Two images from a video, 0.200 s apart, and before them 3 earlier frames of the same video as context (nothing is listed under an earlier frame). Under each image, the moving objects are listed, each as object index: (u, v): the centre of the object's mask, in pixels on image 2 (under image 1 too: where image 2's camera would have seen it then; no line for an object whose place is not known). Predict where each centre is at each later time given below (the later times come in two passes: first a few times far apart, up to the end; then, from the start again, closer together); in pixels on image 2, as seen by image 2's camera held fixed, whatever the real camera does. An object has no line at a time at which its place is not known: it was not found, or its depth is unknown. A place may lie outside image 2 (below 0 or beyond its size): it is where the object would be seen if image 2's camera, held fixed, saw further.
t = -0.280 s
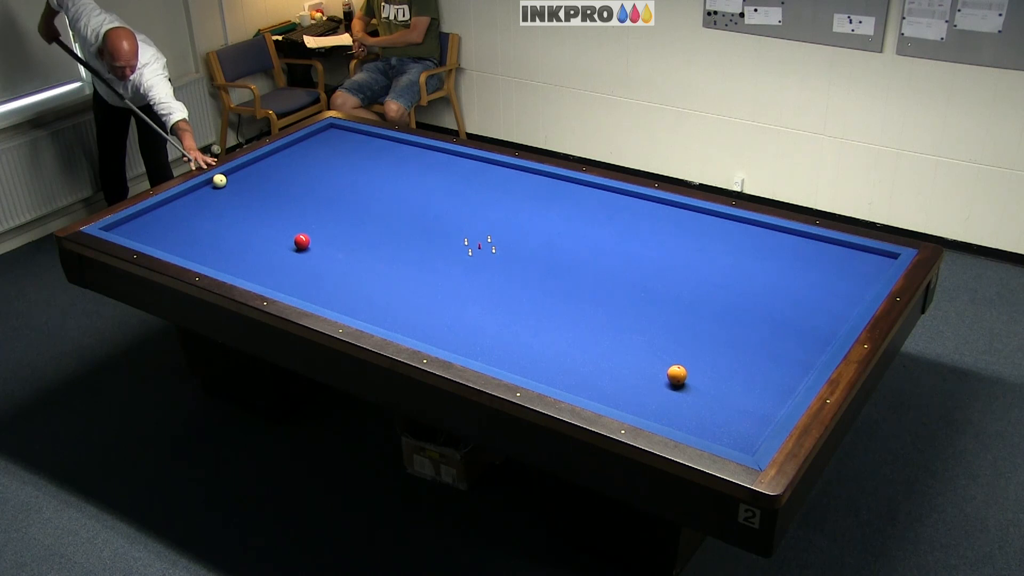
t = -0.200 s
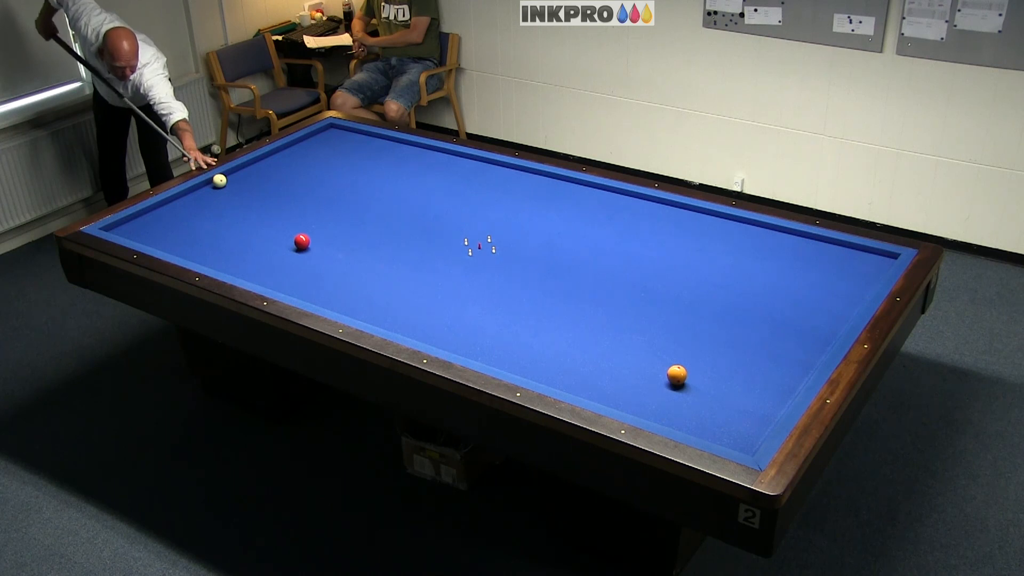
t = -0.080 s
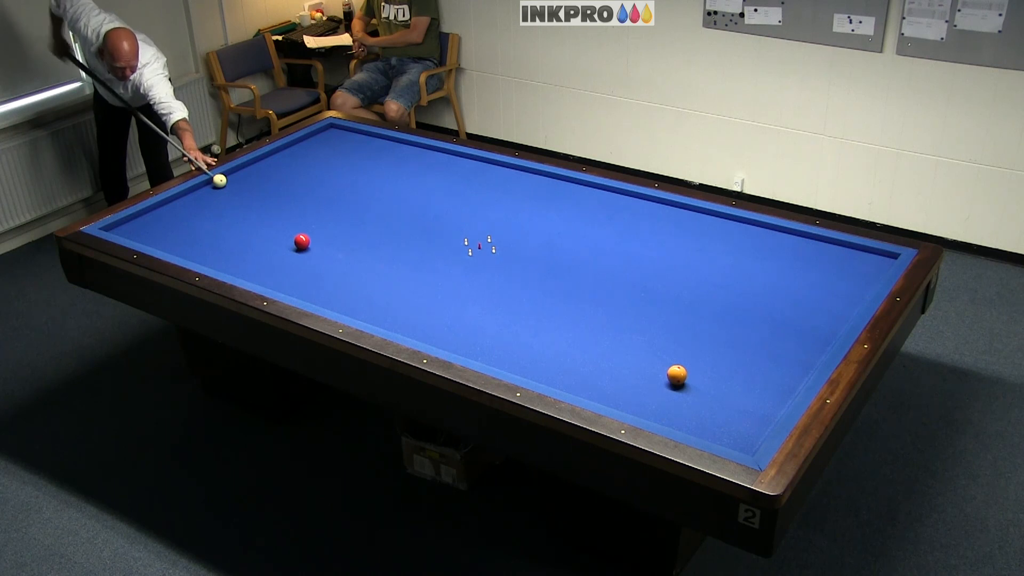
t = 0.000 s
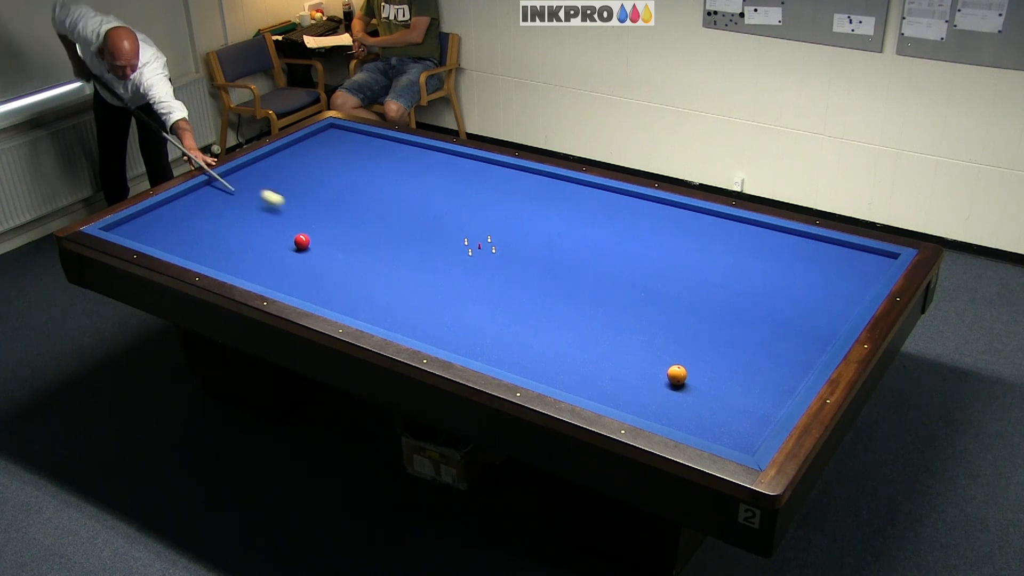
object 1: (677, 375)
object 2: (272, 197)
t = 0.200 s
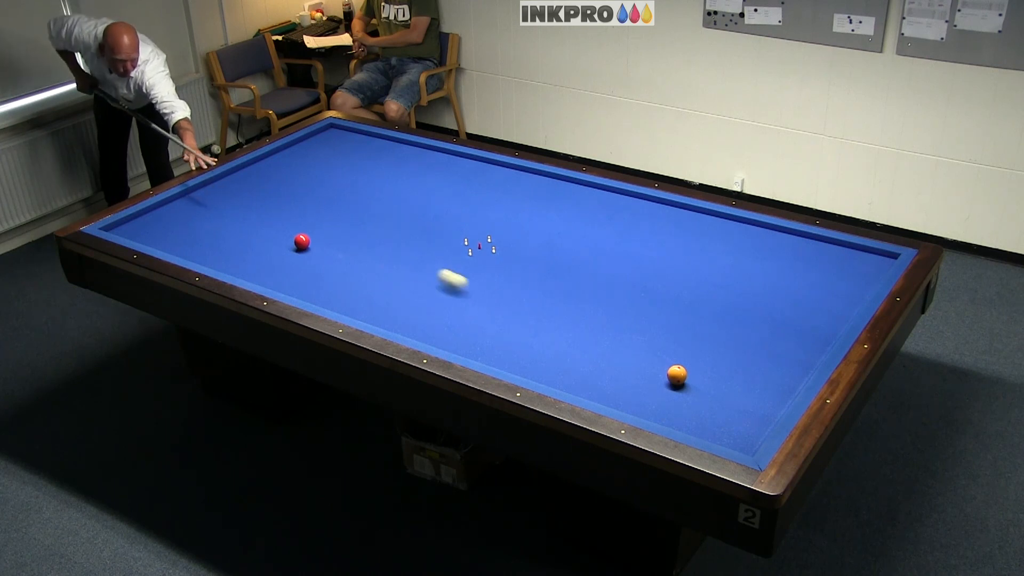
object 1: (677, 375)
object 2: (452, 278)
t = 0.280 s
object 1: (677, 375)
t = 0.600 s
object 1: (661, 350)
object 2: (658, 410)
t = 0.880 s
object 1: (474, 282)
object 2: (704, 387)
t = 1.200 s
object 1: (327, 229)
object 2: (750, 367)
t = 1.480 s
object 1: (225, 192)
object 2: (787, 351)
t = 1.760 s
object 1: (262, 201)
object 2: (821, 336)
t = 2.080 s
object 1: (335, 221)
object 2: (839, 317)
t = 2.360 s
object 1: (403, 240)
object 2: (842, 300)
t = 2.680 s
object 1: (486, 264)
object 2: (844, 283)
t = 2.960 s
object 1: (565, 287)
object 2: (847, 269)
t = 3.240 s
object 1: (650, 311)
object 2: (849, 256)
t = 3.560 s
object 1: (754, 340)
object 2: (847, 247)
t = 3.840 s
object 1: (792, 350)
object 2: (838, 252)
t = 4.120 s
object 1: (739, 335)
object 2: (830, 257)
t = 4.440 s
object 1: (683, 317)
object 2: (820, 261)
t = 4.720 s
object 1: (639, 304)
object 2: (813, 264)
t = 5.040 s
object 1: (591, 290)
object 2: (805, 268)
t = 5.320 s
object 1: (552, 278)
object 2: (798, 271)
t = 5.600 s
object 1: (516, 268)
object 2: (792, 274)
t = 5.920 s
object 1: (478, 256)
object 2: (787, 276)
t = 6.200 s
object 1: (447, 246)
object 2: (782, 278)
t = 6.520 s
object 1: (413, 237)
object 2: (777, 280)
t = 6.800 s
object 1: (386, 229)
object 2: (774, 282)
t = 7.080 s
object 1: (361, 221)
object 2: (771, 283)
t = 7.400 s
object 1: (334, 213)
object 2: (769, 283)
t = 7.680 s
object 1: (313, 206)
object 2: (768, 284)
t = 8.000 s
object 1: (289, 199)
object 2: (767, 284)
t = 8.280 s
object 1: (270, 193)
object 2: (767, 284)
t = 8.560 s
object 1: (253, 188)
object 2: (767, 284)
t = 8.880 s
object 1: (234, 182)
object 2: (767, 284)
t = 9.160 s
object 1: (219, 178)
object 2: (767, 284)
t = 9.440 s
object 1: (228, 180)
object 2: (767, 284)
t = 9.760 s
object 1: (238, 182)
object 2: (767, 284)
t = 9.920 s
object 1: (242, 183)
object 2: (767, 284)
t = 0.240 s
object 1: (677, 375)
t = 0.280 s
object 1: (677, 375)
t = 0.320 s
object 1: (677, 375)
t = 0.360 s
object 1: (677, 375)
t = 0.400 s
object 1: (710, 379)
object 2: (656, 376)
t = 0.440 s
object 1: (767, 393)
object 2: (653, 386)
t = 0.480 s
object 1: (765, 387)
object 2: (650, 397)
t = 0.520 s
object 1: (729, 370)
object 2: (649, 407)
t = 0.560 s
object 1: (695, 358)
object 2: (650, 413)
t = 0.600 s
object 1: (661, 350)
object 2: (658, 410)
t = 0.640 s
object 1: (630, 337)
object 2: (665, 406)
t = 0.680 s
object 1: (601, 327)
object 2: (672, 401)
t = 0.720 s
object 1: (572, 317)
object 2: (679, 398)
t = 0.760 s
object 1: (546, 307)
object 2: (685, 395)
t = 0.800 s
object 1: (520, 298)
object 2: (692, 392)
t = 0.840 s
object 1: (496, 290)
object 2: (698, 390)
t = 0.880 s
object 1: (474, 282)
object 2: (704, 387)
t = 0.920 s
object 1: (452, 274)
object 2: (710, 385)
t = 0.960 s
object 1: (432, 267)
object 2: (715, 382)
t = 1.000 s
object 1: (413, 260)
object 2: (722, 379)
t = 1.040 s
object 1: (395, 254)
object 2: (727, 377)
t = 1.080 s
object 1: (377, 247)
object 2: (733, 374)
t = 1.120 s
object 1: (361, 241)
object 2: (739, 372)
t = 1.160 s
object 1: (344, 235)
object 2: (744, 370)
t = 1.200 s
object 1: (327, 229)
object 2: (750, 367)
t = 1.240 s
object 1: (312, 223)
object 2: (755, 365)
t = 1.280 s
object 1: (296, 218)
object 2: (761, 362)
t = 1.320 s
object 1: (281, 212)
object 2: (766, 360)
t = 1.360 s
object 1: (267, 207)
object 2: (771, 358)
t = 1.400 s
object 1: (252, 202)
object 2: (777, 355)
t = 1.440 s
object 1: (238, 197)
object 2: (782, 353)
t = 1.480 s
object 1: (225, 192)
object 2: (787, 351)
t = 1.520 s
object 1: (212, 187)
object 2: (791, 349)
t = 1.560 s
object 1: (206, 185)
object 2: (797, 347)
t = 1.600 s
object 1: (218, 188)
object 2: (802, 344)
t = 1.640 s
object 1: (230, 192)
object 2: (807, 342)
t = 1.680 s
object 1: (241, 195)
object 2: (811, 340)
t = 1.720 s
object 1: (251, 198)
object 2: (816, 338)
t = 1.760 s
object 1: (262, 201)
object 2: (821, 336)
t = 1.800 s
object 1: (272, 204)
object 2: (826, 334)
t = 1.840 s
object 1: (281, 206)
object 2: (830, 331)
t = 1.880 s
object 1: (290, 209)
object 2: (834, 329)
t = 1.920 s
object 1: (299, 211)
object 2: (836, 327)
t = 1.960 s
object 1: (308, 214)
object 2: (837, 324)
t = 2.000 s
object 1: (317, 216)
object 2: (838, 321)
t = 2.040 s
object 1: (326, 219)
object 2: (838, 319)
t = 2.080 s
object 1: (335, 221)
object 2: (839, 317)
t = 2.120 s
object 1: (345, 224)
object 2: (839, 314)
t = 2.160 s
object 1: (354, 226)
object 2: (840, 312)
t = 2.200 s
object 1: (364, 229)
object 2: (840, 309)
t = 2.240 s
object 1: (373, 232)
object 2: (840, 307)
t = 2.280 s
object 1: (383, 235)
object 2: (841, 305)
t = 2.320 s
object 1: (393, 238)
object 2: (841, 302)
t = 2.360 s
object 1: (403, 240)
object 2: (842, 300)
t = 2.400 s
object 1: (413, 243)
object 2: (842, 298)
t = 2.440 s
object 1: (423, 246)
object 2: (842, 296)
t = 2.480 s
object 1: (433, 249)
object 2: (843, 293)
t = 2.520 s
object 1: (444, 252)
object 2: (843, 291)
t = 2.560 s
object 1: (454, 255)
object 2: (844, 289)
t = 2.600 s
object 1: (465, 258)
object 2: (844, 287)
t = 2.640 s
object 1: (475, 261)
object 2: (844, 285)
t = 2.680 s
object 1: (486, 264)
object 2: (844, 283)
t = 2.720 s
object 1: (497, 267)
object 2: (845, 281)
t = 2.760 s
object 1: (508, 270)
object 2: (845, 279)
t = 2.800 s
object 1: (519, 273)
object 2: (846, 276)
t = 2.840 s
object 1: (531, 276)
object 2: (846, 275)
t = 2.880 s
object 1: (542, 280)
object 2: (846, 273)
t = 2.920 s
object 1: (554, 283)
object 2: (847, 271)
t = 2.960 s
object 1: (565, 287)
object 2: (847, 269)
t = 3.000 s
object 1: (577, 290)
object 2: (847, 267)
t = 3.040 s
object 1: (589, 293)
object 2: (847, 265)
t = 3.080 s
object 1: (601, 296)
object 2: (848, 263)
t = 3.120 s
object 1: (613, 300)
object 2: (848, 261)
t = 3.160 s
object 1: (625, 303)
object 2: (848, 260)
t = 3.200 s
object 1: (638, 307)
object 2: (848, 258)
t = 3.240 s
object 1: (650, 311)
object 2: (849, 256)
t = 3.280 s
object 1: (663, 314)
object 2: (849, 254)
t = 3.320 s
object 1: (675, 318)
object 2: (849, 253)
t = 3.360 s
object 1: (688, 321)
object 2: (849, 251)
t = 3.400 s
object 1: (701, 325)
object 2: (850, 249)
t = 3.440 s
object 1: (714, 329)
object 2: (850, 247)
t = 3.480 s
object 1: (728, 333)
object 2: (850, 246)
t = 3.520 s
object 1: (741, 336)
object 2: (849, 247)
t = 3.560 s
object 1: (754, 340)
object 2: (847, 247)
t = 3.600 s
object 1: (768, 344)
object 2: (846, 249)
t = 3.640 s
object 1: (782, 348)
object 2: (845, 249)
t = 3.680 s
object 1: (796, 352)
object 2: (843, 250)
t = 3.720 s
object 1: (809, 355)
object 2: (842, 250)
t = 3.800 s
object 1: (801, 353)
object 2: (840, 252)
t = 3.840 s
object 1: (792, 350)
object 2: (838, 252)
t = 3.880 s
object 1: (783, 348)
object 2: (837, 253)
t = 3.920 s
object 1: (776, 345)
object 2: (836, 253)
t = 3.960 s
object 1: (768, 343)
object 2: (835, 254)
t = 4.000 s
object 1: (761, 341)
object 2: (833, 254)
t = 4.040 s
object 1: (753, 339)
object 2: (832, 255)
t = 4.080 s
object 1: (746, 337)
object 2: (831, 256)
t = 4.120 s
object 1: (739, 335)
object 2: (830, 257)
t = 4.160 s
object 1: (732, 332)
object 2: (828, 257)
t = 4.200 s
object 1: (725, 330)
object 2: (827, 258)
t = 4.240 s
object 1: (717, 328)
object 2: (826, 258)
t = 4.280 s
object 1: (710, 326)
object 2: (825, 259)
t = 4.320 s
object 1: (704, 324)
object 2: (824, 259)
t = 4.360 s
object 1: (697, 322)
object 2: (823, 260)
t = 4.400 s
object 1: (690, 319)
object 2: (821, 260)
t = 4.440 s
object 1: (683, 317)
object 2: (820, 261)
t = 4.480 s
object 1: (677, 315)
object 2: (819, 261)
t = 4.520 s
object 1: (670, 314)
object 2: (818, 262)
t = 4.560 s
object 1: (664, 312)
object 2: (817, 262)
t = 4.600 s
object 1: (658, 310)
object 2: (816, 263)
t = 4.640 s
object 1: (651, 308)
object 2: (815, 263)
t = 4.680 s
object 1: (645, 306)
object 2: (814, 264)
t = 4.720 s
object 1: (639, 304)
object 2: (813, 264)
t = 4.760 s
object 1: (633, 303)
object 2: (812, 265)
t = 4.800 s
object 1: (627, 301)
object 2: (811, 265)
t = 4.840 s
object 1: (621, 299)
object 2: (810, 266)
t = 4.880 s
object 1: (615, 297)
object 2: (809, 266)
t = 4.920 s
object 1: (608, 296)
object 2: (808, 267)
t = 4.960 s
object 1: (603, 294)
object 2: (807, 267)
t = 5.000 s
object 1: (597, 292)
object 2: (806, 267)
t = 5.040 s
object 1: (591, 290)
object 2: (805, 268)
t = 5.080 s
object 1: (586, 289)
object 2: (804, 268)
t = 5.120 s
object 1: (580, 287)
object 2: (803, 269)
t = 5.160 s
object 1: (574, 285)
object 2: (802, 269)
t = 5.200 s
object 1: (569, 284)
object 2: (801, 270)
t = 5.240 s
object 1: (563, 282)
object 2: (800, 270)
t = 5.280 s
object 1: (558, 280)
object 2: (799, 270)
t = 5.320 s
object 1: (552, 278)
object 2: (798, 271)
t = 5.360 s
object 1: (547, 277)
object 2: (797, 271)
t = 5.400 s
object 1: (542, 275)
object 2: (797, 272)
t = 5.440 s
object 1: (536, 274)
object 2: (796, 272)
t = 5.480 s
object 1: (531, 272)
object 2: (795, 273)
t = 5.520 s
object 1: (526, 271)
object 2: (794, 273)
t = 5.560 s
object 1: (521, 269)
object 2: (793, 273)
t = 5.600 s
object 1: (516, 268)
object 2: (792, 274)
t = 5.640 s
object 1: (511, 266)
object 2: (791, 274)
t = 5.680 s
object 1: (506, 265)
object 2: (791, 275)
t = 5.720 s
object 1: (501, 263)
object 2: (790, 275)
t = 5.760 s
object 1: (496, 262)
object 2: (789, 275)
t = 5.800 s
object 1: (492, 260)
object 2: (789, 275)
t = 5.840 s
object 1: (487, 259)
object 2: (788, 276)
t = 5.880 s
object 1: (482, 258)
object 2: (787, 276)
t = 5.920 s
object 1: (478, 256)
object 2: (787, 276)
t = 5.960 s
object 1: (473, 255)
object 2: (786, 277)
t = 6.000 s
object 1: (469, 253)
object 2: (785, 277)
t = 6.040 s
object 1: (464, 252)
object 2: (785, 277)
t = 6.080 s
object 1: (460, 251)
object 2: (784, 277)
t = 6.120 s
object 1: (455, 249)
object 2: (783, 278)
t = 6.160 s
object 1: (451, 248)
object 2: (782, 278)
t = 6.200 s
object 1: (447, 246)
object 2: (782, 278)
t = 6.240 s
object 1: (442, 245)
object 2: (781, 279)
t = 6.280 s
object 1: (438, 244)
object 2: (781, 279)
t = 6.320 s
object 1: (434, 243)
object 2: (780, 279)
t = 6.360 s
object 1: (430, 241)
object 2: (780, 279)
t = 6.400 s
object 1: (425, 240)
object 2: (779, 279)
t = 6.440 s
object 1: (422, 239)
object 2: (779, 280)
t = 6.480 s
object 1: (417, 238)
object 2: (778, 280)
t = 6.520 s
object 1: (413, 237)
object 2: (777, 280)
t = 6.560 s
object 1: (409, 236)
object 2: (777, 281)
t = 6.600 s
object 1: (405, 234)
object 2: (776, 281)
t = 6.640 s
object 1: (401, 233)
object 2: (776, 281)
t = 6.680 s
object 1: (398, 232)
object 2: (775, 281)
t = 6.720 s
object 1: (394, 230)
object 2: (775, 282)
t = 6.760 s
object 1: (390, 229)
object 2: (775, 282)
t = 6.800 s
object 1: (386, 229)
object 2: (774, 282)
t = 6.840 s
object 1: (383, 227)
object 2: (774, 282)
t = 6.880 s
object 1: (379, 226)
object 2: (773, 282)
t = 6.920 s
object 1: (375, 225)
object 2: (773, 282)
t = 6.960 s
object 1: (372, 224)
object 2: (772, 283)
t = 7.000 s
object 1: (368, 223)
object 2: (772, 283)
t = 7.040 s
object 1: (365, 221)
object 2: (772, 283)
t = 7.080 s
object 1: (361, 221)
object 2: (771, 283)
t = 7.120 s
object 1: (358, 220)
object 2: (771, 283)
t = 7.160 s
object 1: (354, 219)
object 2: (771, 283)
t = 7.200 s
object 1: (351, 218)
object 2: (770, 283)
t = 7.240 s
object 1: (347, 217)
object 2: (770, 284)
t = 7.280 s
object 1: (344, 216)
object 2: (770, 284)
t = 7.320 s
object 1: (341, 215)
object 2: (770, 283)
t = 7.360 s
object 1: (338, 214)
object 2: (769, 283)
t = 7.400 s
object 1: (334, 213)
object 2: (769, 283)
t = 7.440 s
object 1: (331, 212)
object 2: (769, 284)
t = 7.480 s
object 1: (328, 211)
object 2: (768, 284)
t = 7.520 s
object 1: (325, 210)
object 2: (768, 284)
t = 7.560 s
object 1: (322, 209)
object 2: (768, 284)
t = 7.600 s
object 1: (318, 208)
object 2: (768, 284)
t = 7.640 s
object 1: (316, 207)
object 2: (768, 284)
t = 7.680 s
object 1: (313, 206)
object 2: (768, 284)
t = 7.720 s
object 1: (309, 205)
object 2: (767, 284)
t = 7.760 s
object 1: (307, 204)
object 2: (767, 284)
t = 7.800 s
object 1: (304, 203)
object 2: (767, 284)
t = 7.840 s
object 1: (301, 202)
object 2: (767, 284)
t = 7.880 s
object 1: (298, 202)
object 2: (767, 284)
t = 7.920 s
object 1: (295, 201)
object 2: (767, 284)
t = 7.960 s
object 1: (292, 200)
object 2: (767, 284)
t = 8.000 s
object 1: (289, 199)
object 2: (767, 284)
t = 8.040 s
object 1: (286, 198)
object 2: (767, 284)
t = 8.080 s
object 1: (284, 197)
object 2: (767, 284)
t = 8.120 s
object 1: (281, 197)
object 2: (767, 284)
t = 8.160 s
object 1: (278, 196)
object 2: (767, 284)
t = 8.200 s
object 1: (276, 195)
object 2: (767, 284)
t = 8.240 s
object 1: (273, 194)
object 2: (767, 284)
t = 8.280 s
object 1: (270, 193)
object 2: (767, 284)
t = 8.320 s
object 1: (268, 193)
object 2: (767, 284)
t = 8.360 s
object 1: (265, 192)
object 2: (767, 284)
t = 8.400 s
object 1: (263, 191)
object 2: (767, 284)
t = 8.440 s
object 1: (260, 190)
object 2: (767, 284)
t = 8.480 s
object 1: (258, 190)
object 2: (767, 284)
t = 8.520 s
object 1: (255, 189)
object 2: (767, 284)
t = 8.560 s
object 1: (253, 188)
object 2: (767, 284)
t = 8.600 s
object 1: (250, 188)
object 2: (767, 284)
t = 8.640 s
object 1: (248, 187)
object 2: (767, 284)
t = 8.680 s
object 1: (246, 186)
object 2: (767, 284)
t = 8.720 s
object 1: (243, 185)
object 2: (767, 284)
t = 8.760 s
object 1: (241, 184)
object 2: (767, 284)
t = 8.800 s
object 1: (238, 184)
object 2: (767, 284)
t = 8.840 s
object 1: (236, 183)
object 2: (767, 284)
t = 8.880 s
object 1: (234, 182)
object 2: (767, 284)
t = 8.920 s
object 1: (232, 182)
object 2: (767, 284)
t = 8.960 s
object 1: (230, 181)
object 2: (767, 284)
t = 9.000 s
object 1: (227, 180)
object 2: (767, 284)
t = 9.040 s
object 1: (225, 179)
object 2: (767, 284)
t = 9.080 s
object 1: (223, 179)
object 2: (767, 284)
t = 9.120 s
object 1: (221, 178)
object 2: (767, 284)
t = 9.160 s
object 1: (219, 178)
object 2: (767, 284)
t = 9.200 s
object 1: (220, 178)
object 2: (767, 284)
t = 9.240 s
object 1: (221, 178)
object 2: (767, 284)
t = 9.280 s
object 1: (222, 178)
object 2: (767, 284)
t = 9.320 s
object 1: (224, 179)
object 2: (767, 284)
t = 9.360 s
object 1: (225, 179)
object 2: (767, 284)
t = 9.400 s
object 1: (226, 179)
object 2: (767, 284)
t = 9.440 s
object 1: (228, 180)
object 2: (767, 284)
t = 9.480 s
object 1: (229, 180)
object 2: (767, 284)
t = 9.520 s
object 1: (230, 180)
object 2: (767, 284)
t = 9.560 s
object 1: (232, 181)
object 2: (767, 284)
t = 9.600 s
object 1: (233, 181)
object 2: (767, 284)
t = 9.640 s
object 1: (234, 181)
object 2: (767, 284)
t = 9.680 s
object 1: (235, 182)
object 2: (767, 284)
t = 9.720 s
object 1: (236, 182)
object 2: (767, 284)
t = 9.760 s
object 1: (238, 182)
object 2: (767, 284)
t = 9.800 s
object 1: (239, 182)
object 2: (767, 284)
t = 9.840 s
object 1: (240, 183)
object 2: (767, 284)
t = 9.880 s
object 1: (241, 183)
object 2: (767, 284)
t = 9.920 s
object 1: (242, 183)
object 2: (767, 284)
